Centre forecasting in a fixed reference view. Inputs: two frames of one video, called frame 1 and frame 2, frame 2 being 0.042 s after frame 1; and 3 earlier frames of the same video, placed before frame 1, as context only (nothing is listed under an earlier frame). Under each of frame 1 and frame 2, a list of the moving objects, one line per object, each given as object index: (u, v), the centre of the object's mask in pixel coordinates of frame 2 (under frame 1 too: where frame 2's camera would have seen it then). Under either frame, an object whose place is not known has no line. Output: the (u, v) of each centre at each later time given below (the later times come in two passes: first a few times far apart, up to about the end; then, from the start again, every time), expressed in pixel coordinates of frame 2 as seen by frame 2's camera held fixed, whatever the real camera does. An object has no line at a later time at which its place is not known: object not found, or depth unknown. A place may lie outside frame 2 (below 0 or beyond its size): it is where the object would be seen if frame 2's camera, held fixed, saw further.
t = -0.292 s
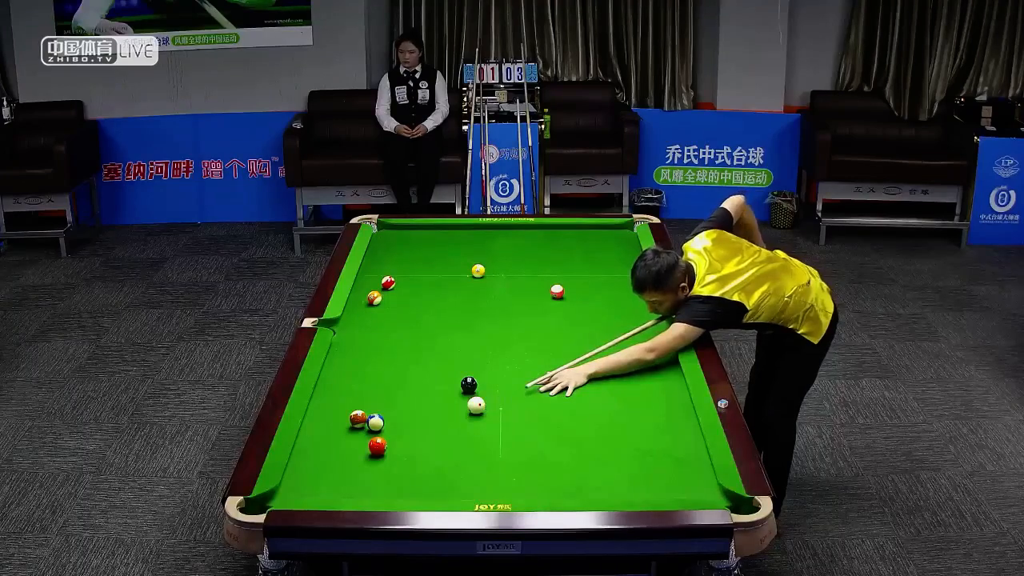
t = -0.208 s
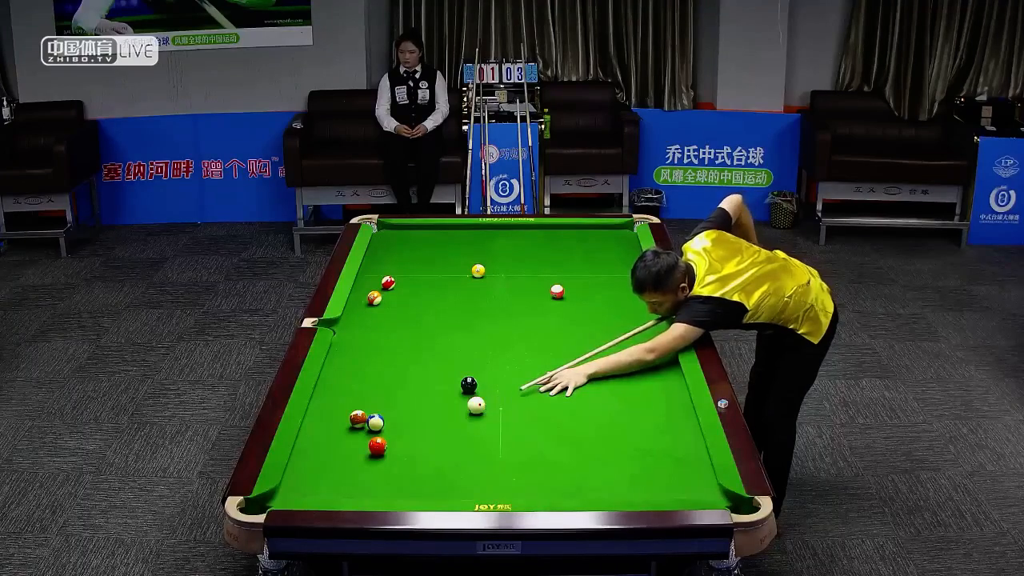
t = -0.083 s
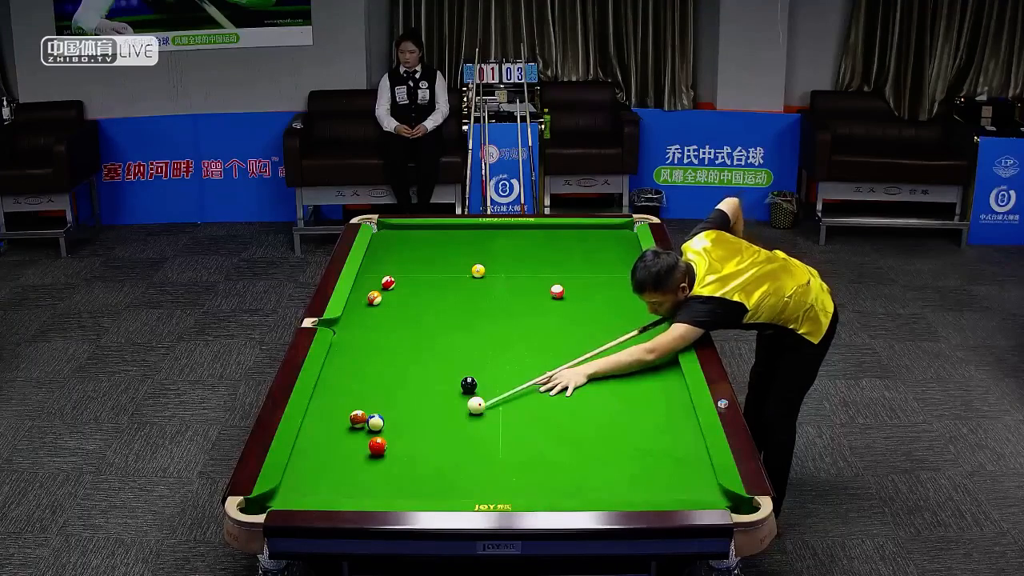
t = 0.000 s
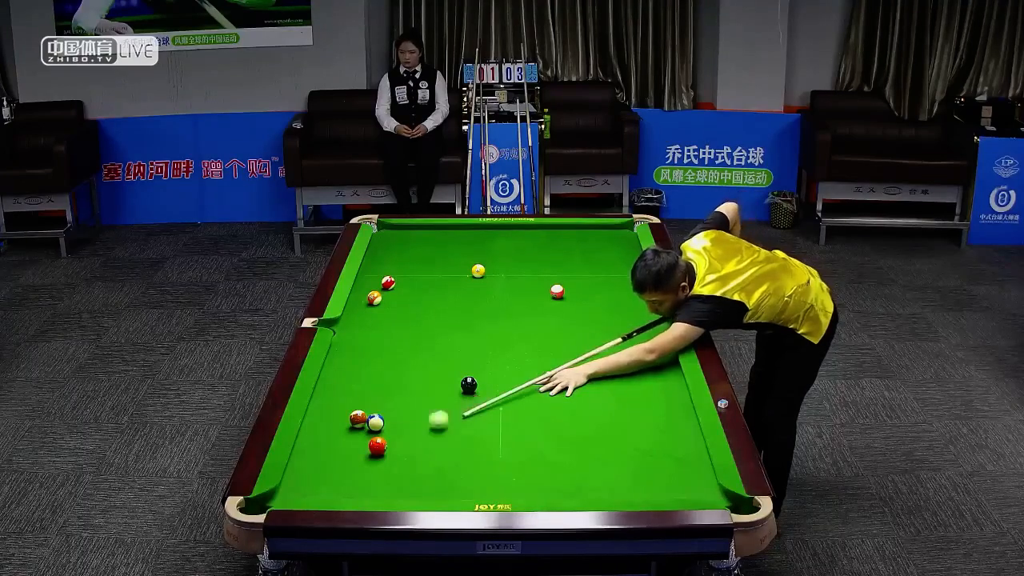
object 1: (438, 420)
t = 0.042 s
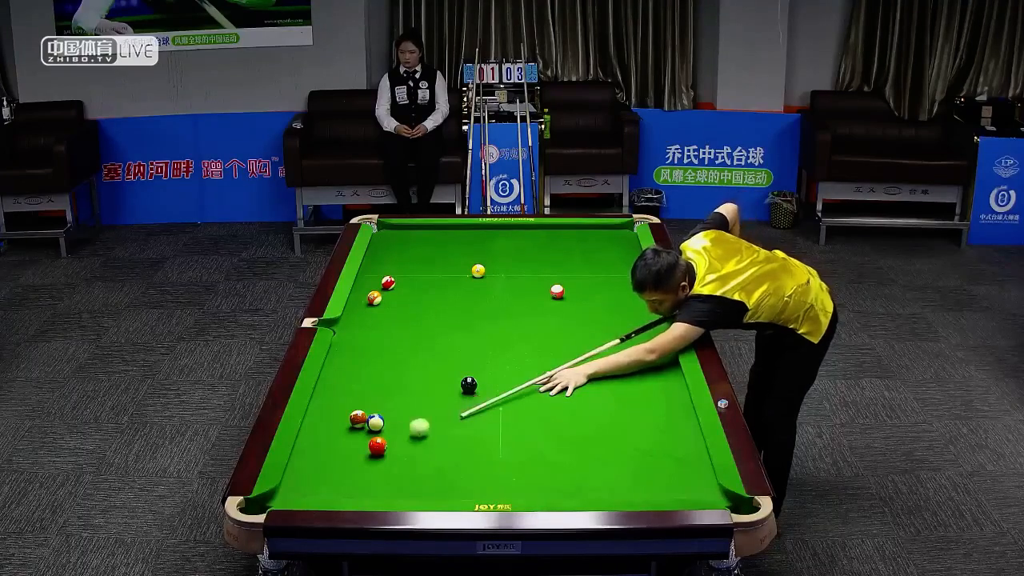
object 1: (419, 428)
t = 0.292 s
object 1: (387, 433)
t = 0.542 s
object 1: (391, 425)
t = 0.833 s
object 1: (399, 419)
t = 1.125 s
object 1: (405, 415)
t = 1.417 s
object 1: (410, 412)
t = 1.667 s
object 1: (413, 410)
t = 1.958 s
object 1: (415, 408)
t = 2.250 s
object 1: (415, 408)
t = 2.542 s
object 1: (415, 408)
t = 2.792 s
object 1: (415, 408)
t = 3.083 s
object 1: (415, 408)
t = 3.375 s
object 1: (415, 408)
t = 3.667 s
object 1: (415, 408)
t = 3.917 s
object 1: (415, 408)
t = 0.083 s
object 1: (400, 435)
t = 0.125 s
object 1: (389, 439)
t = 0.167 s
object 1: (387, 438)
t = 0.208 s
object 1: (387, 435)
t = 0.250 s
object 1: (387, 434)
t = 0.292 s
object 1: (387, 433)
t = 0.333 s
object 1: (388, 431)
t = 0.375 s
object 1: (388, 430)
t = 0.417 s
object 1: (388, 429)
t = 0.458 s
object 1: (389, 427)
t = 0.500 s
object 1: (391, 426)
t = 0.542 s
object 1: (391, 425)
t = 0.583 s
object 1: (392, 424)
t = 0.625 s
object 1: (394, 423)
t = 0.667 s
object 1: (395, 423)
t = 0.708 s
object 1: (396, 422)
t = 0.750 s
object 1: (397, 421)
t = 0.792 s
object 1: (398, 420)
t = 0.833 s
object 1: (399, 419)
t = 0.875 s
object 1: (400, 419)
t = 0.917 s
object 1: (401, 418)
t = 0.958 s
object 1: (402, 417)
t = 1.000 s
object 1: (403, 417)
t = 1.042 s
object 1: (404, 416)
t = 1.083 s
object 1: (404, 416)
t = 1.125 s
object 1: (405, 415)
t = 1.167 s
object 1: (406, 415)
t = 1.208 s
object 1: (407, 414)
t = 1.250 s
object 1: (408, 413)
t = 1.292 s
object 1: (408, 413)
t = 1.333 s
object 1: (409, 412)
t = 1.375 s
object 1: (409, 412)
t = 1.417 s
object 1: (410, 412)
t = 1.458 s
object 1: (410, 411)
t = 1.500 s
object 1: (411, 411)
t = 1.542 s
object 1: (411, 410)
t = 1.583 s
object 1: (412, 410)
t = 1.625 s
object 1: (412, 410)
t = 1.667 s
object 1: (413, 410)
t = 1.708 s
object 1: (413, 409)
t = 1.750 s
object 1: (413, 409)
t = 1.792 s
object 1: (414, 409)
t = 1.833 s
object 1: (414, 409)
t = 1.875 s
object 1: (414, 409)
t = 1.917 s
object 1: (414, 408)
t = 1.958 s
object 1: (415, 408)
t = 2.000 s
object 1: (415, 408)
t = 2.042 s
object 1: (415, 408)
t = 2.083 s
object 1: (415, 408)
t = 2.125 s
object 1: (415, 408)
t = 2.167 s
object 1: (415, 408)
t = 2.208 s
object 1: (415, 408)
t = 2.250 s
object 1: (415, 408)
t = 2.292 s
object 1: (415, 408)
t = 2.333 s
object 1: (415, 408)
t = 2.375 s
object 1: (415, 408)
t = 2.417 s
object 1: (415, 408)
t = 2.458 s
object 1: (415, 408)
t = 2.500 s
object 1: (415, 408)
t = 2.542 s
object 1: (415, 408)
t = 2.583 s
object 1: (415, 408)
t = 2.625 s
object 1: (415, 408)
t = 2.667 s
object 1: (415, 408)
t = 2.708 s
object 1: (415, 408)
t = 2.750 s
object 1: (415, 408)
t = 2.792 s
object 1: (415, 408)
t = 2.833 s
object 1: (415, 408)
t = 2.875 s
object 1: (415, 408)
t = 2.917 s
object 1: (415, 408)
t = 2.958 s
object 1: (415, 408)
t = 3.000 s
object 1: (415, 408)
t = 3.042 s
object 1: (415, 408)
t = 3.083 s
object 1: (415, 408)
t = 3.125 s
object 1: (415, 408)
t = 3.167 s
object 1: (415, 408)
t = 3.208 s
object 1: (415, 408)
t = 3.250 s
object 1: (415, 408)
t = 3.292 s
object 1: (414, 408)
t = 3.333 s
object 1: (415, 408)
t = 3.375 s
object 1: (415, 408)
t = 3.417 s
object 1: (415, 408)
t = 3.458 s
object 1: (415, 408)
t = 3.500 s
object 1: (415, 408)
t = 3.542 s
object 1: (415, 408)
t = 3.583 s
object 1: (415, 408)
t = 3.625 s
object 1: (415, 408)
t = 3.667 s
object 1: (415, 408)
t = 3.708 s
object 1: (415, 408)
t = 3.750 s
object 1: (415, 408)
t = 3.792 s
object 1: (415, 408)
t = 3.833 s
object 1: (415, 408)
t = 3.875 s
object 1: (415, 408)
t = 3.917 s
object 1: (415, 408)
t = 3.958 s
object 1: (414, 408)
